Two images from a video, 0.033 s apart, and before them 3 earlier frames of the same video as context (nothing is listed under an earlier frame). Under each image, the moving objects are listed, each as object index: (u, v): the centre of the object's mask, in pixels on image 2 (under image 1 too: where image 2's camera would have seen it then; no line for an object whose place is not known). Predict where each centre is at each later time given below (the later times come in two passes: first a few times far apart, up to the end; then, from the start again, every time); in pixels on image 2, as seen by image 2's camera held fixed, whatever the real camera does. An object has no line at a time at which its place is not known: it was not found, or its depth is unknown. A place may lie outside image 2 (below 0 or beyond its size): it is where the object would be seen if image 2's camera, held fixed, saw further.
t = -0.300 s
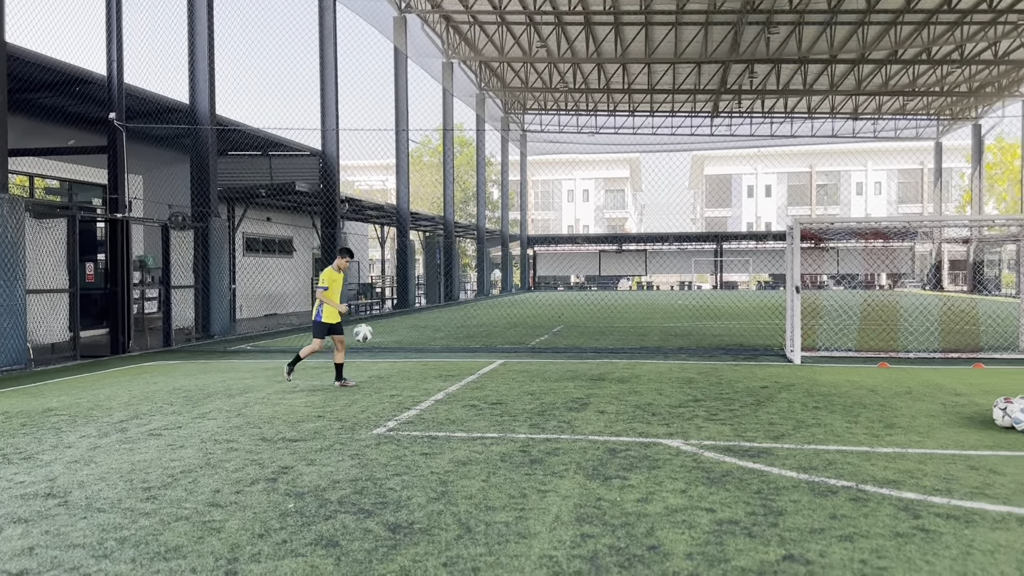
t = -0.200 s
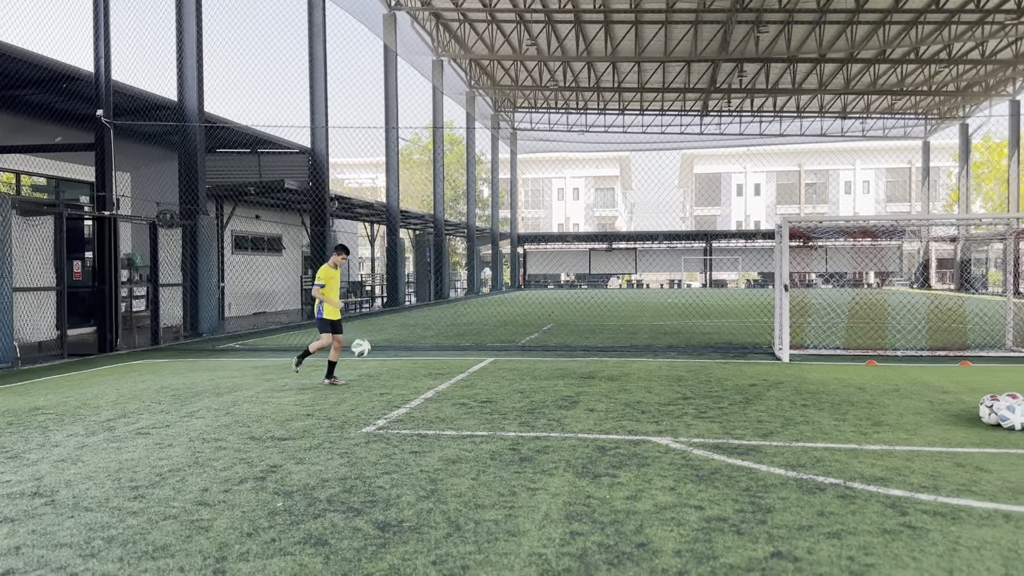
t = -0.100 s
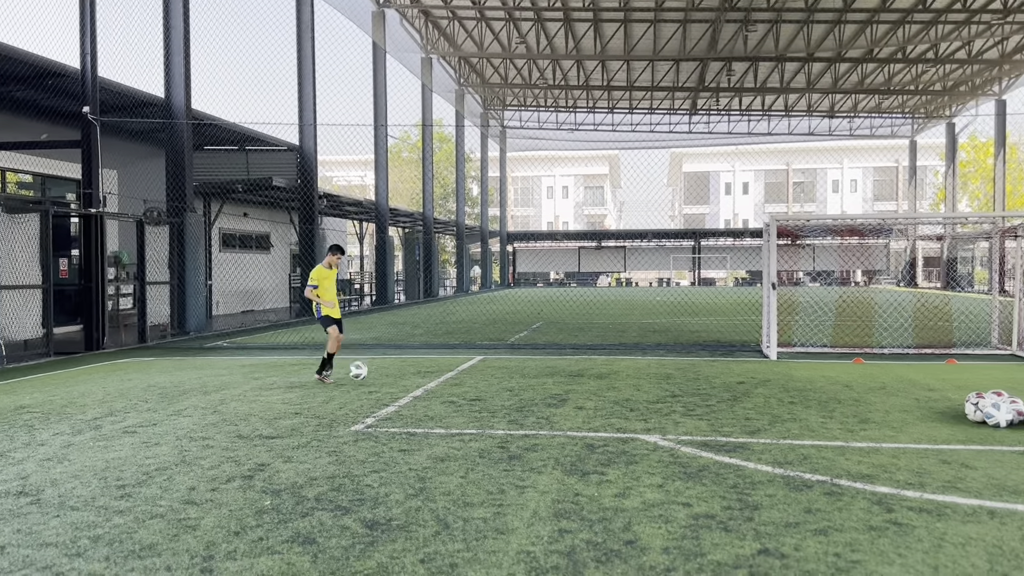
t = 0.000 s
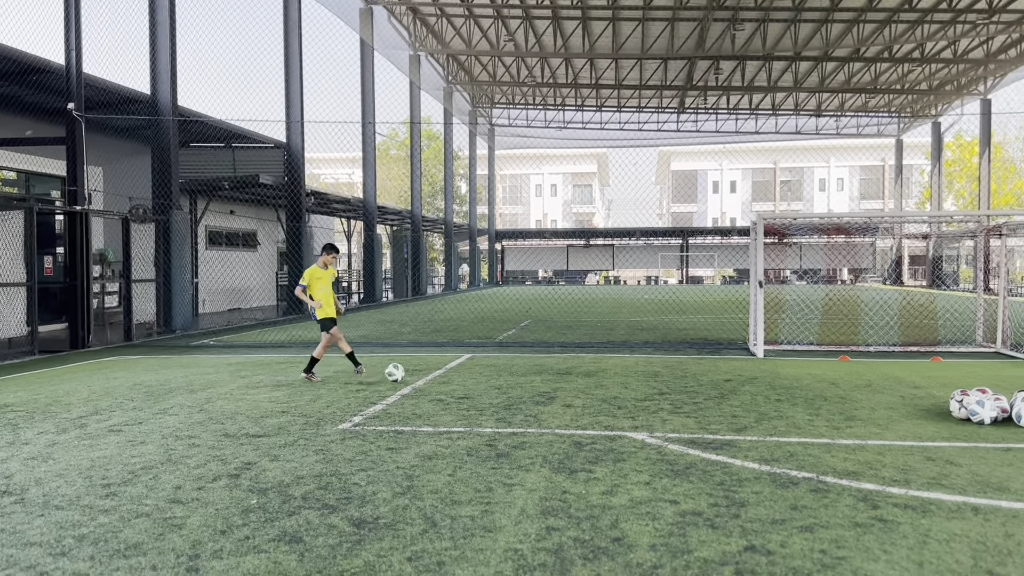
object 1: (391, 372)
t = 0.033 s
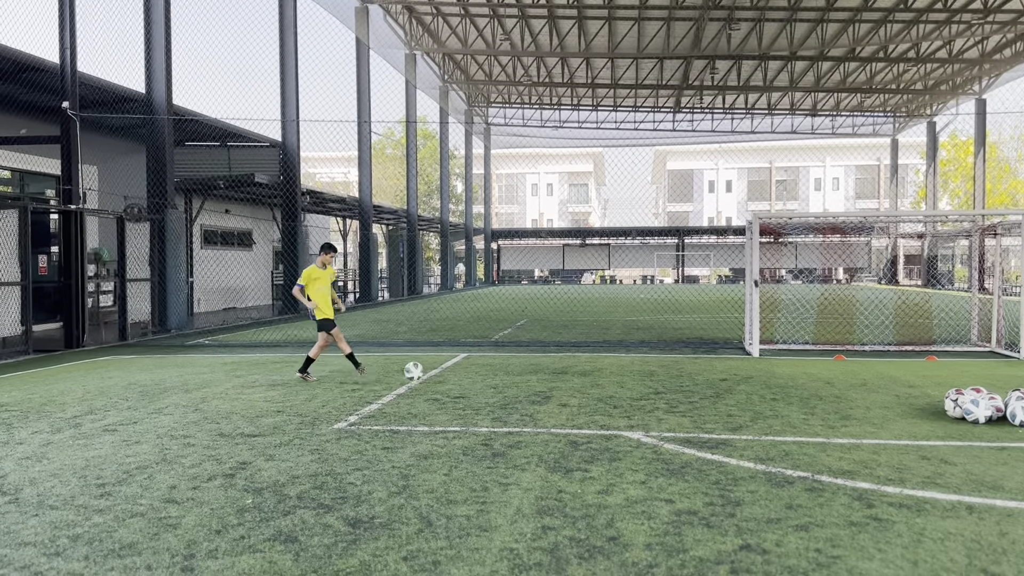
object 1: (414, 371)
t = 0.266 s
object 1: (561, 372)
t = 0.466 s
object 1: (666, 374)
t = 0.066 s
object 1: (436, 371)
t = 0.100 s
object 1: (459, 372)
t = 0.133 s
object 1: (482, 374)
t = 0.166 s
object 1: (503, 374)
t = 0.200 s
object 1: (523, 372)
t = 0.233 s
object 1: (542, 372)
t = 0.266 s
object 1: (561, 372)
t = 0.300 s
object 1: (581, 374)
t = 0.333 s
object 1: (600, 376)
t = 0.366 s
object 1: (616, 374)
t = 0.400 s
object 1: (633, 373)
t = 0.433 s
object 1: (649, 373)
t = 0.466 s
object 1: (666, 374)
